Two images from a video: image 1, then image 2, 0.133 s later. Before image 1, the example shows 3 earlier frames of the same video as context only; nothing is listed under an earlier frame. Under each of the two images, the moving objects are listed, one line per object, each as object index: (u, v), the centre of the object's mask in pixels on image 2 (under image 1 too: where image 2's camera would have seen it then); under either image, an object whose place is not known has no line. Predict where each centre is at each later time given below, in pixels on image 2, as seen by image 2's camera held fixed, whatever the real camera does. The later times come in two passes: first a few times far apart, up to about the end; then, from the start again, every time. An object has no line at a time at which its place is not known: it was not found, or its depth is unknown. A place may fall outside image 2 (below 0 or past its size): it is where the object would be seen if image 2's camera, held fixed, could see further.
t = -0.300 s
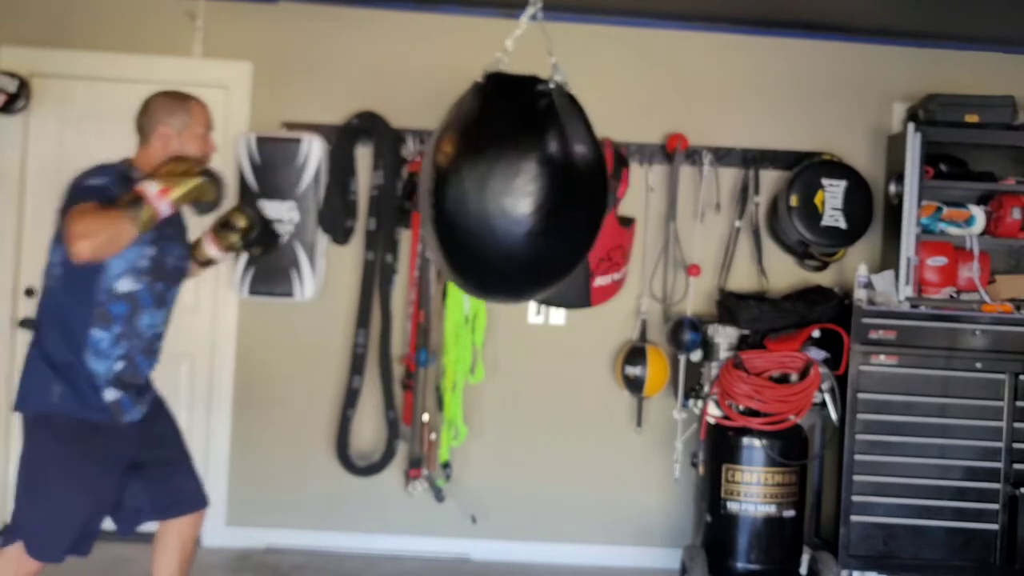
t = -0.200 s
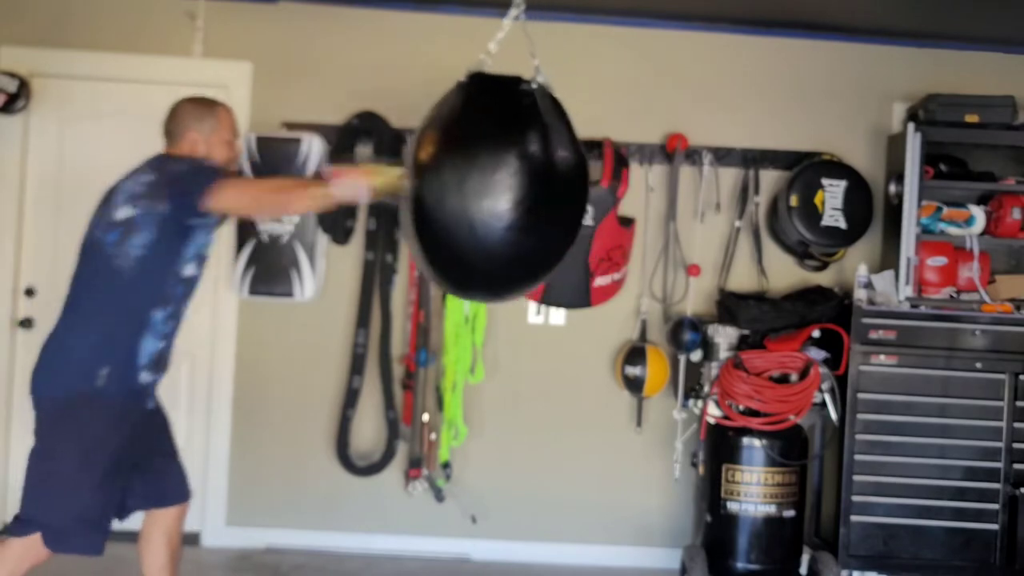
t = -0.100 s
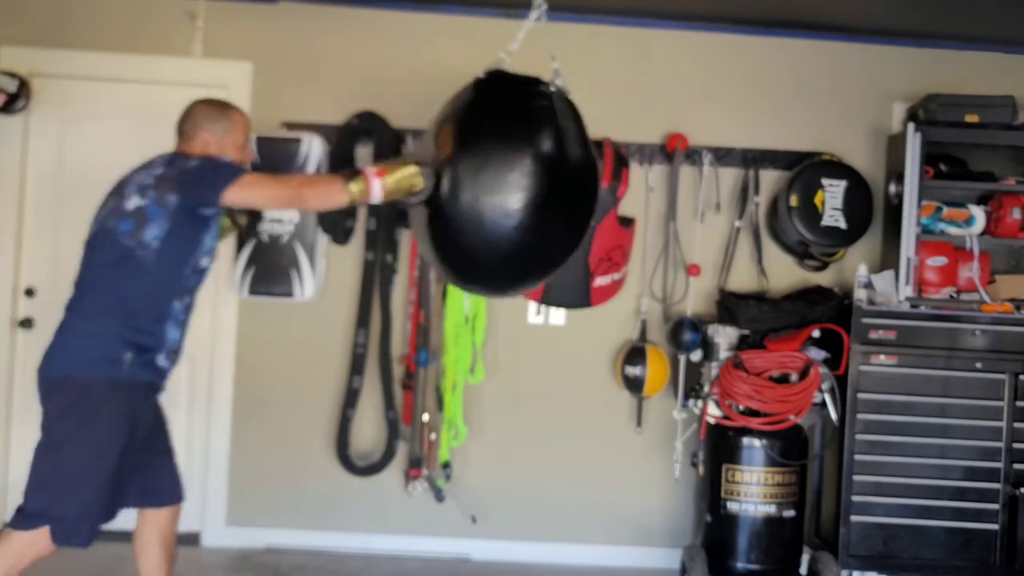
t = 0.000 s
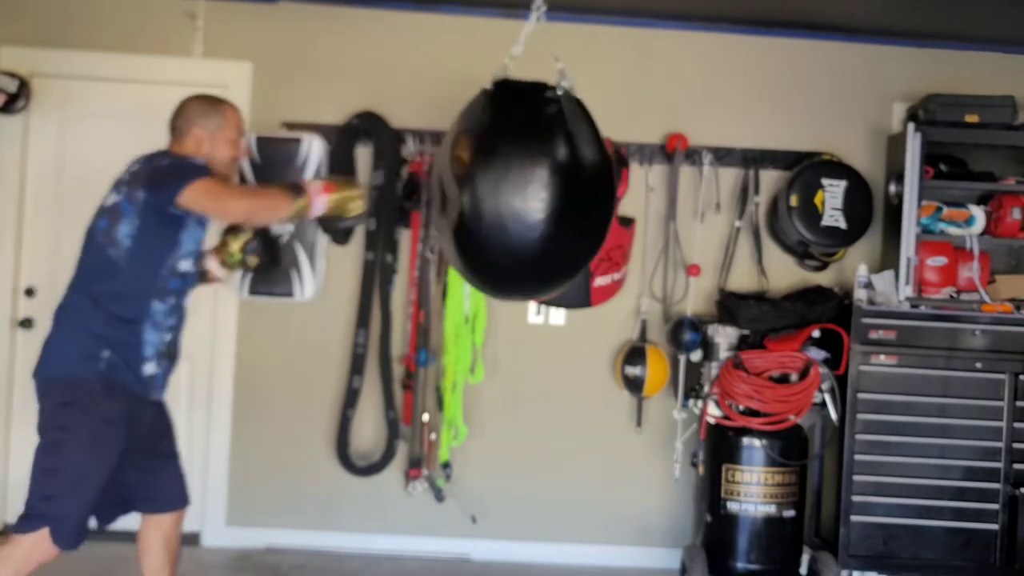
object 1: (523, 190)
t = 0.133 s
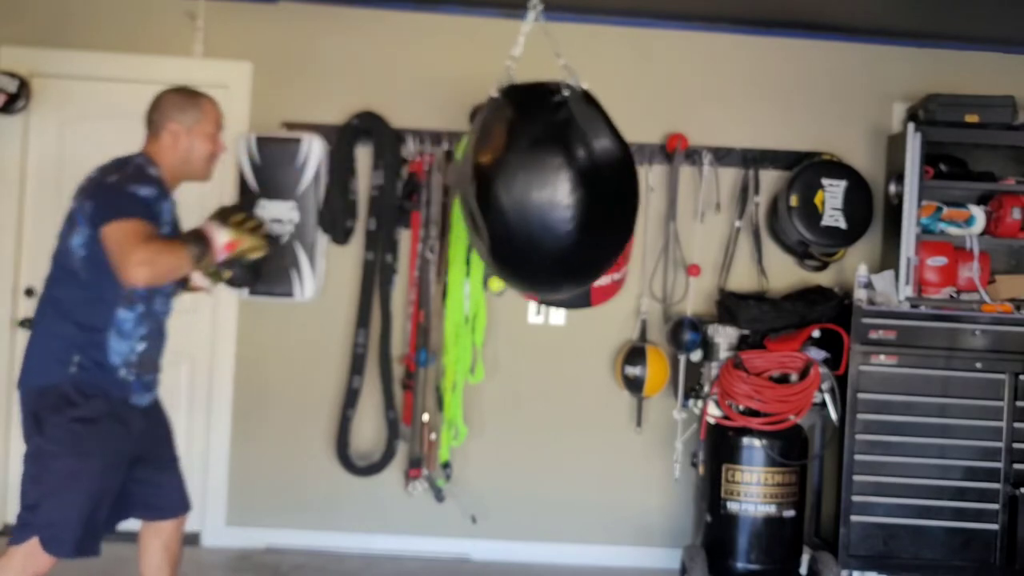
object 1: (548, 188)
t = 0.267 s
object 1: (571, 186)
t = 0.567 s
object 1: (584, 187)
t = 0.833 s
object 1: (551, 188)
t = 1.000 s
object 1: (511, 180)
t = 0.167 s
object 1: (555, 186)
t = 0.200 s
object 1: (561, 187)
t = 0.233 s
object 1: (566, 186)
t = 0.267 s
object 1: (571, 186)
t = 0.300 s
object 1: (575, 187)
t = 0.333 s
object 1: (577, 186)
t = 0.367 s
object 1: (579, 186)
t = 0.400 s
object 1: (582, 184)
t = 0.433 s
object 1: (584, 183)
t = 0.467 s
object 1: (585, 185)
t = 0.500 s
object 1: (586, 188)
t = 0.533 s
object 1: (585, 187)
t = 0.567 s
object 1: (584, 187)
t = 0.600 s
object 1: (581, 186)
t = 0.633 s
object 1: (579, 186)
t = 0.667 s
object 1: (575, 187)
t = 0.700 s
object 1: (572, 189)
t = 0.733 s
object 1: (568, 190)
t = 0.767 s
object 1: (563, 190)
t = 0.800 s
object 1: (558, 190)
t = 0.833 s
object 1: (551, 188)
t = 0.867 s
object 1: (543, 185)
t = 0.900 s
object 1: (536, 183)
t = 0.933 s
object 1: (527, 184)
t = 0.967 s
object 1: (518, 183)
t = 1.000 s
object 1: (511, 180)
